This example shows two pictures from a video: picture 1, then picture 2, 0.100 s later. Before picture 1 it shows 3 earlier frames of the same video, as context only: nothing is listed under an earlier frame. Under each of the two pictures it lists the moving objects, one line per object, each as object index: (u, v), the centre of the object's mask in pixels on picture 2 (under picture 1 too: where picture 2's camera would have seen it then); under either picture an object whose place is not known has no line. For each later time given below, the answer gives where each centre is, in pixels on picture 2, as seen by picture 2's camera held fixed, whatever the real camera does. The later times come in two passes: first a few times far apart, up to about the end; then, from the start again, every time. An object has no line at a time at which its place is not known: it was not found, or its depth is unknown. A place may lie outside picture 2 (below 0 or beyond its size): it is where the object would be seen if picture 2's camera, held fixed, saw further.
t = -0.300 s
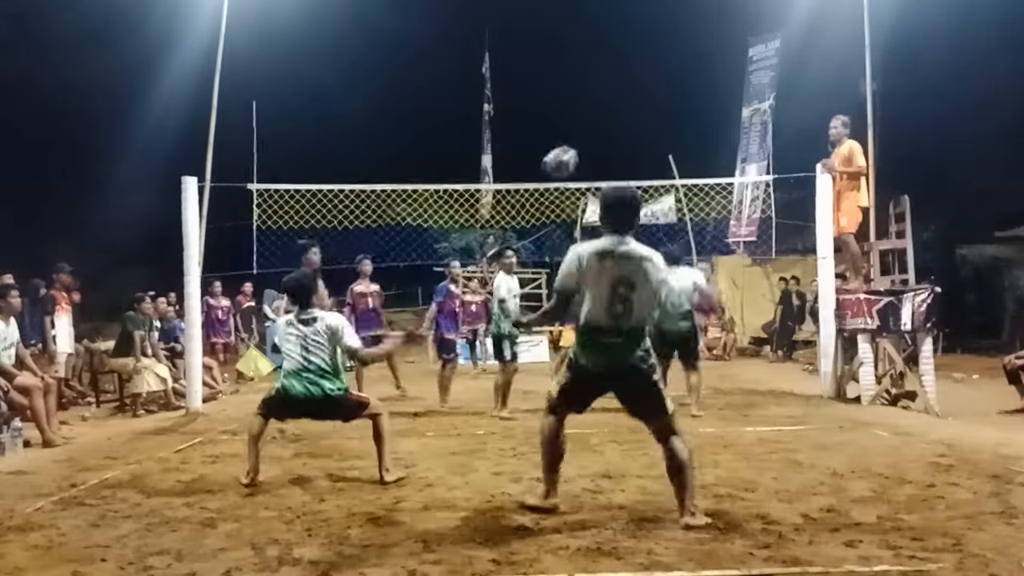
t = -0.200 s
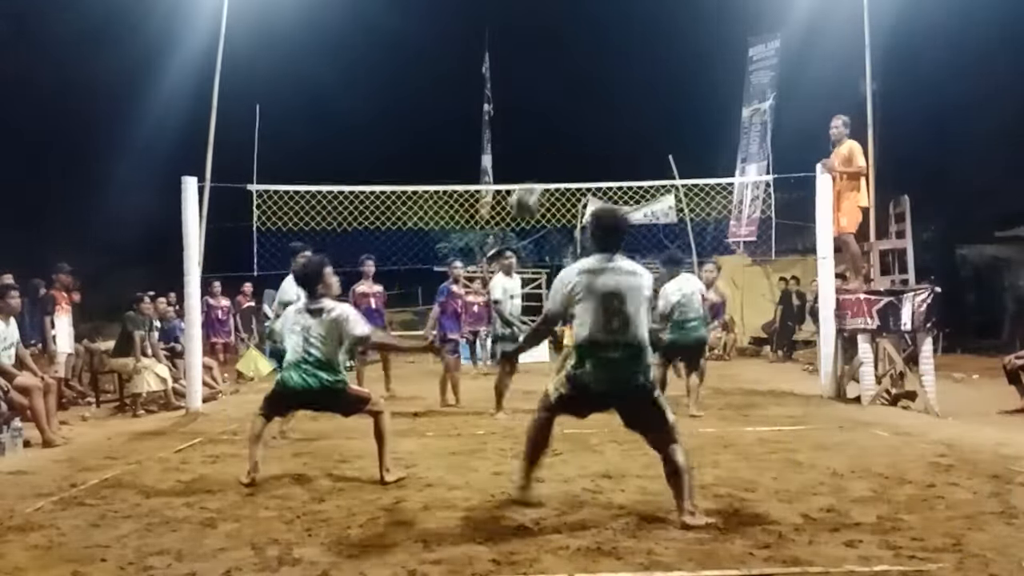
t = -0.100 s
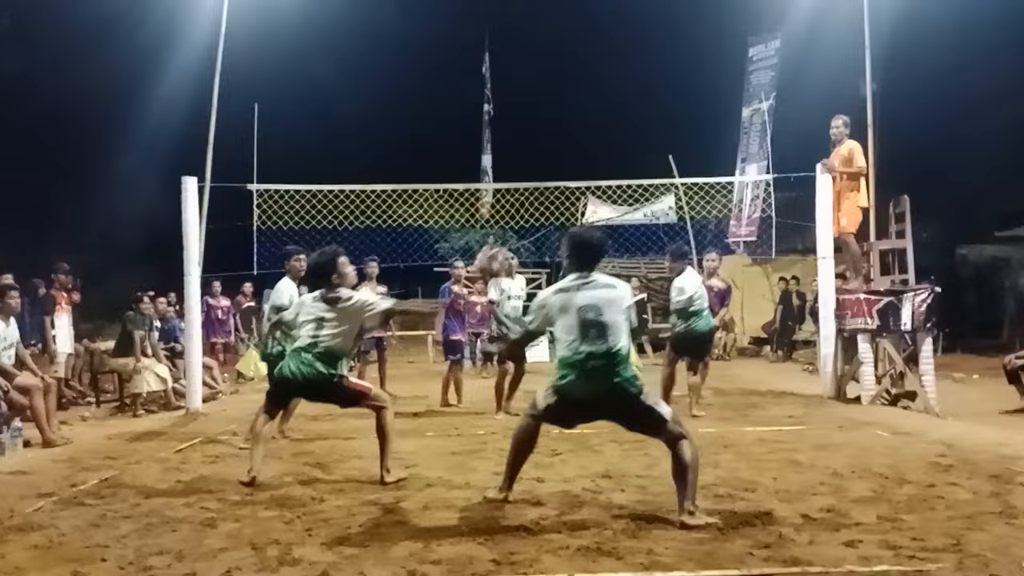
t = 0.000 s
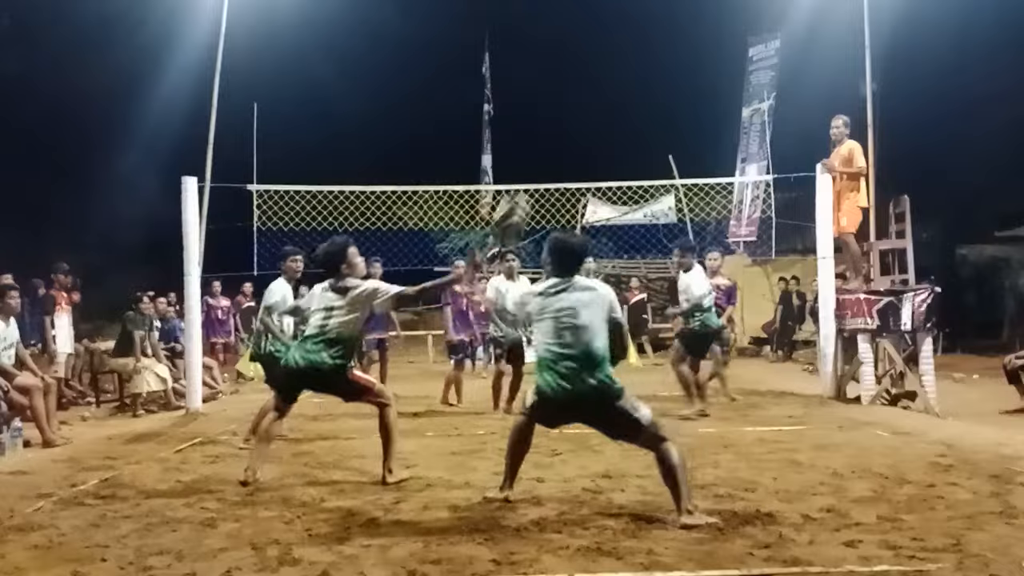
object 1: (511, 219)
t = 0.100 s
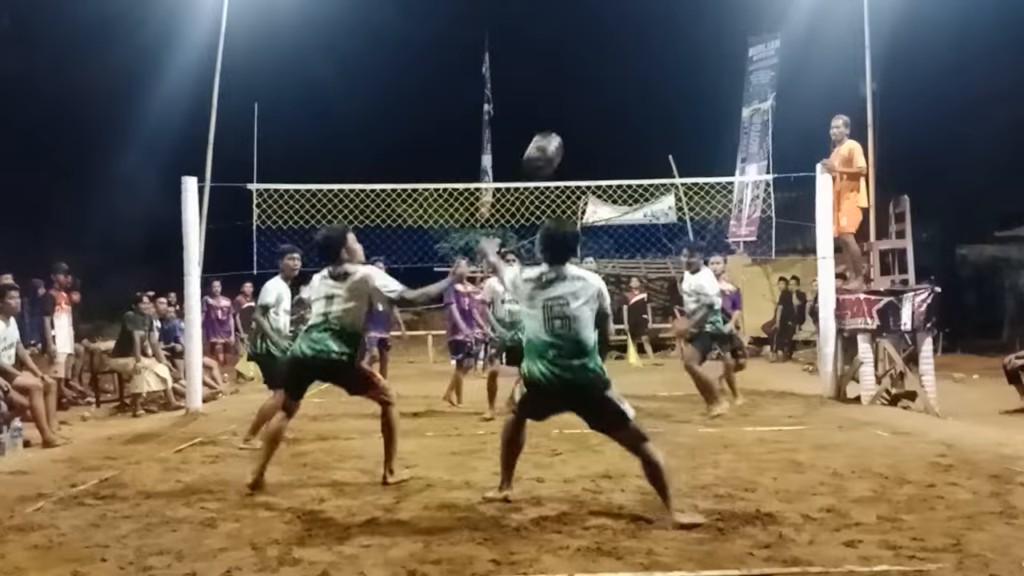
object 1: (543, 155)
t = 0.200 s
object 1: (573, 112)
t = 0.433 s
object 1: (629, 79)
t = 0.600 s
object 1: (666, 99)
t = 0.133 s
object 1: (553, 139)
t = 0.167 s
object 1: (563, 124)
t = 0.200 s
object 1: (573, 112)
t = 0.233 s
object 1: (581, 104)
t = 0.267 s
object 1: (590, 95)
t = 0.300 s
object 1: (599, 88)
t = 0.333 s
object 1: (606, 84)
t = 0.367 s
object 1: (614, 80)
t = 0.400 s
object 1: (623, 79)
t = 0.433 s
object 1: (629, 79)
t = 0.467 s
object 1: (637, 81)
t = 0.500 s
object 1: (645, 83)
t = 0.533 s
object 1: (652, 87)
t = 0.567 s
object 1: (659, 92)
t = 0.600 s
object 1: (666, 99)
